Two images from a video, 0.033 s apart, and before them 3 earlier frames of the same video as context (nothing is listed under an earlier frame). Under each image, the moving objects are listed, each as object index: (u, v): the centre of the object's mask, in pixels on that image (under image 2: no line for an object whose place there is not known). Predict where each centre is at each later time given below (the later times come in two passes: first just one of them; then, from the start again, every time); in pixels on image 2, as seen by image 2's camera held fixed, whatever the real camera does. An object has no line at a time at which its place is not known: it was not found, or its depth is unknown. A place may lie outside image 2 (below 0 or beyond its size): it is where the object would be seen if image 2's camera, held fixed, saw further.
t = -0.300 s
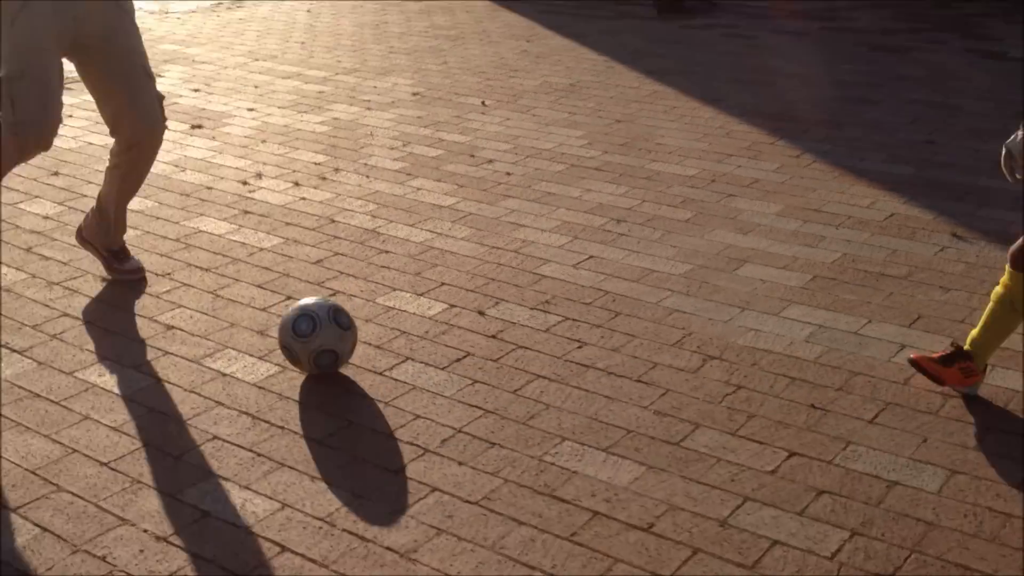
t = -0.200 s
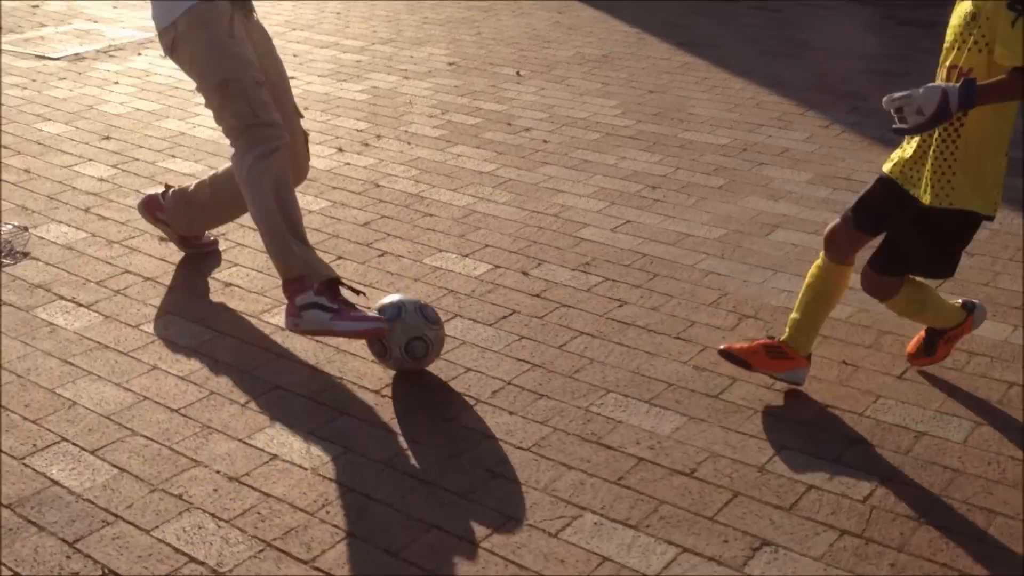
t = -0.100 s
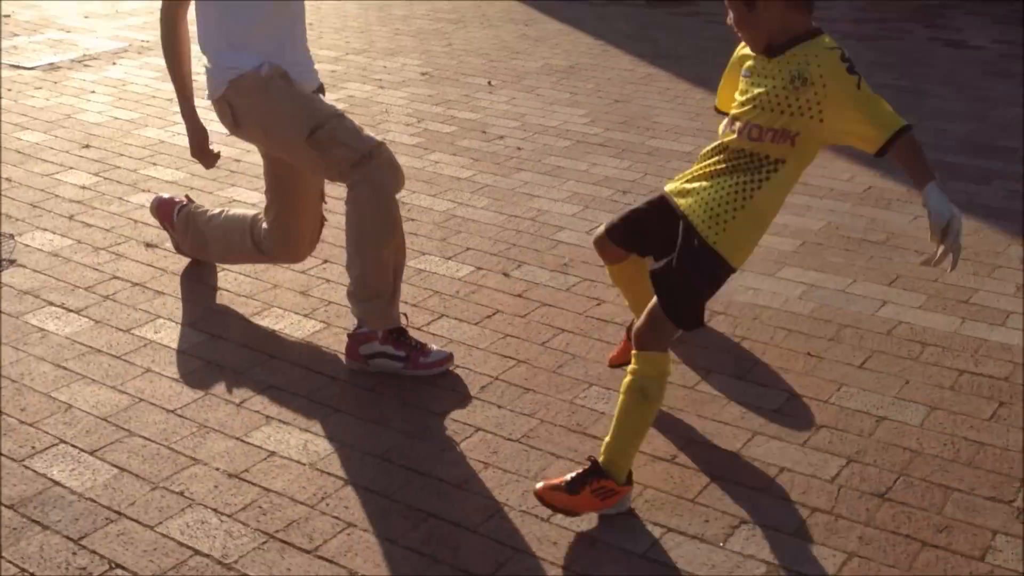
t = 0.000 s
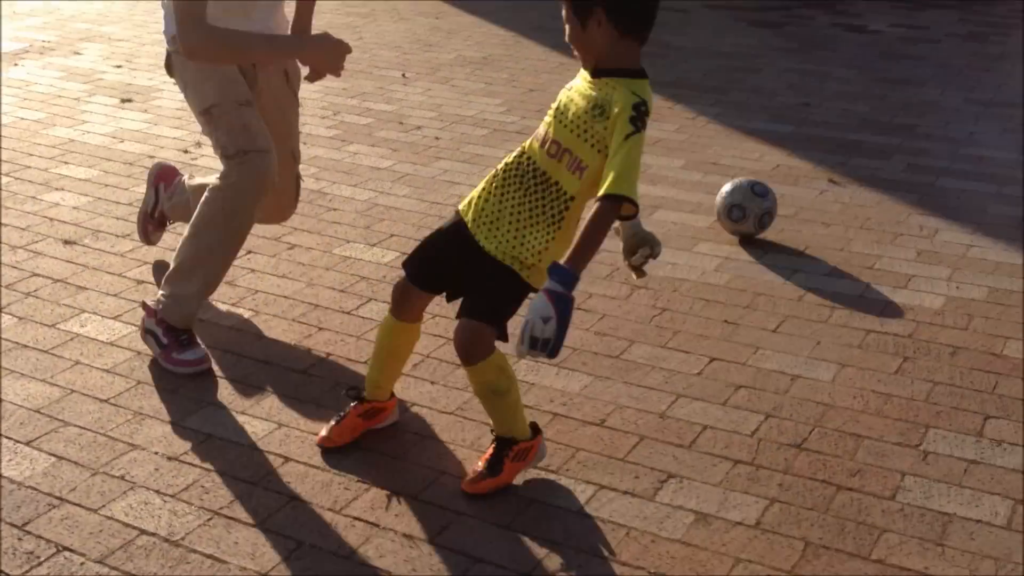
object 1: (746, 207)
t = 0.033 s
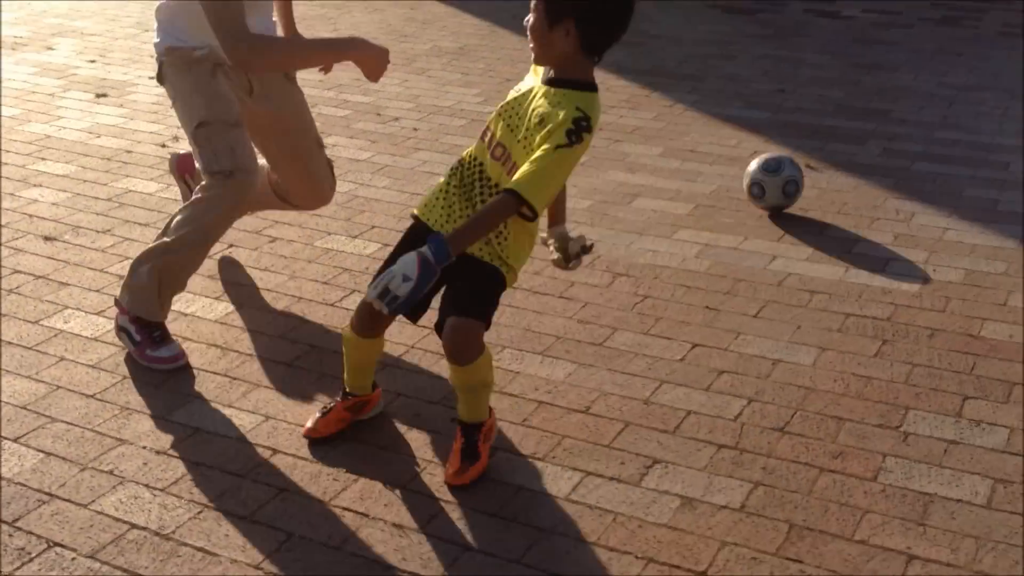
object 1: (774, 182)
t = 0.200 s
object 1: (987, 128)
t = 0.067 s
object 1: (821, 168)
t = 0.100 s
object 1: (865, 159)
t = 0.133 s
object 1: (907, 150)
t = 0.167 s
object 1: (949, 139)
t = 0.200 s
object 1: (987, 128)
